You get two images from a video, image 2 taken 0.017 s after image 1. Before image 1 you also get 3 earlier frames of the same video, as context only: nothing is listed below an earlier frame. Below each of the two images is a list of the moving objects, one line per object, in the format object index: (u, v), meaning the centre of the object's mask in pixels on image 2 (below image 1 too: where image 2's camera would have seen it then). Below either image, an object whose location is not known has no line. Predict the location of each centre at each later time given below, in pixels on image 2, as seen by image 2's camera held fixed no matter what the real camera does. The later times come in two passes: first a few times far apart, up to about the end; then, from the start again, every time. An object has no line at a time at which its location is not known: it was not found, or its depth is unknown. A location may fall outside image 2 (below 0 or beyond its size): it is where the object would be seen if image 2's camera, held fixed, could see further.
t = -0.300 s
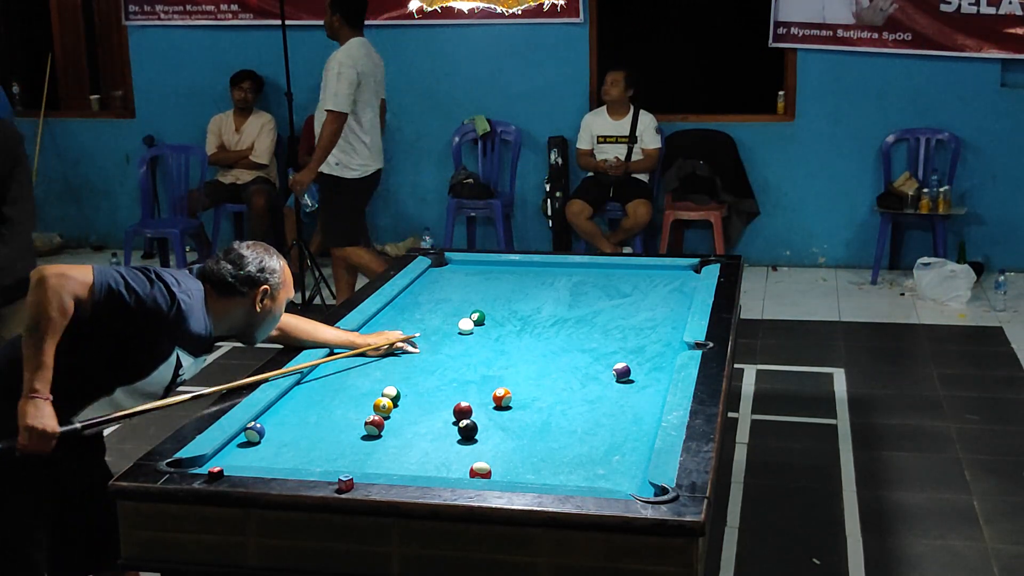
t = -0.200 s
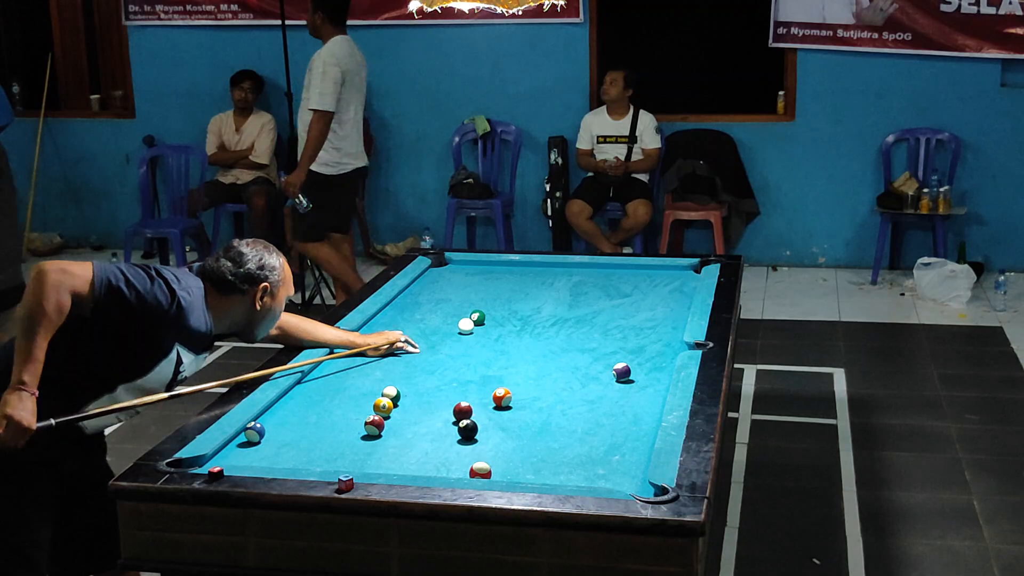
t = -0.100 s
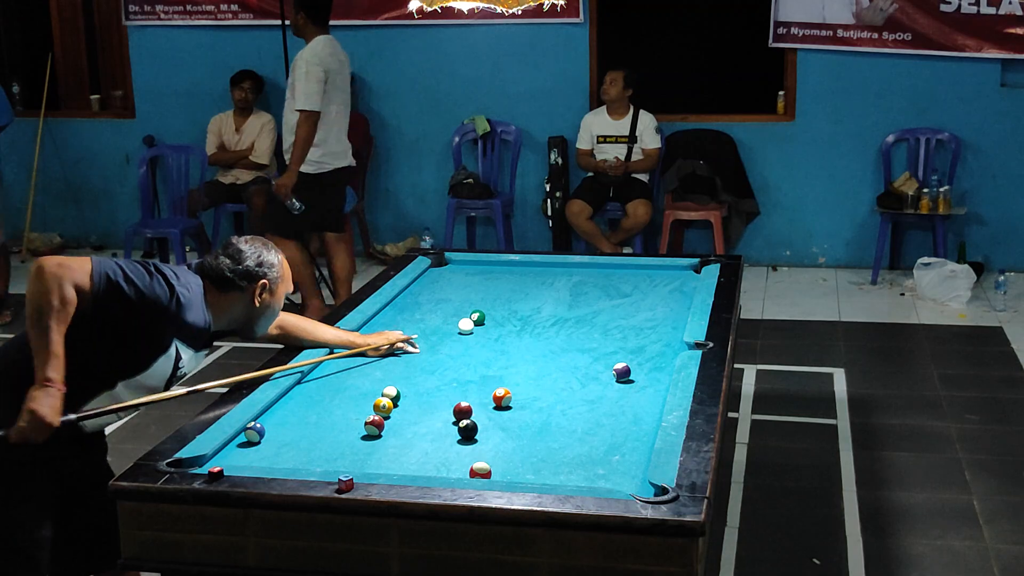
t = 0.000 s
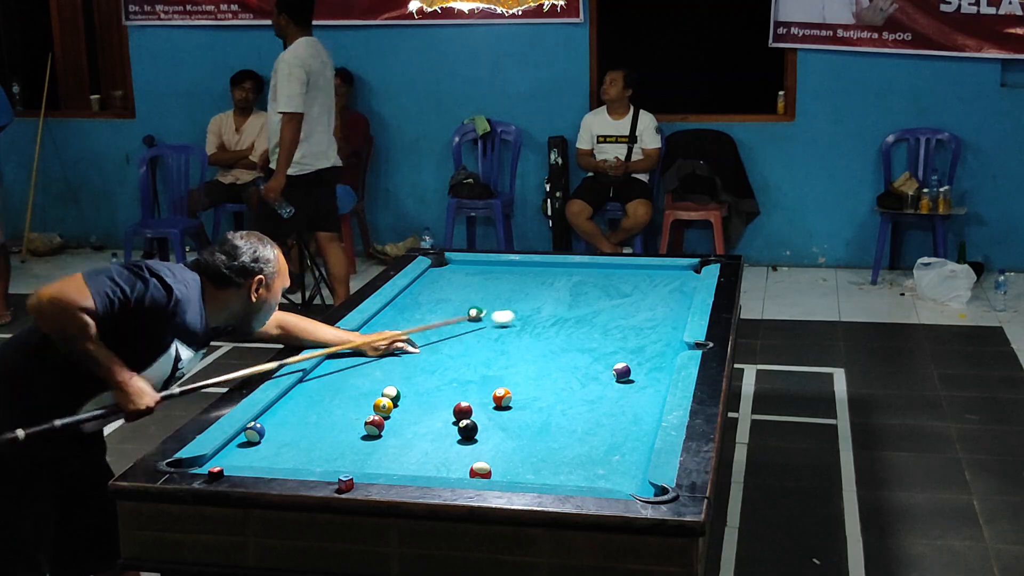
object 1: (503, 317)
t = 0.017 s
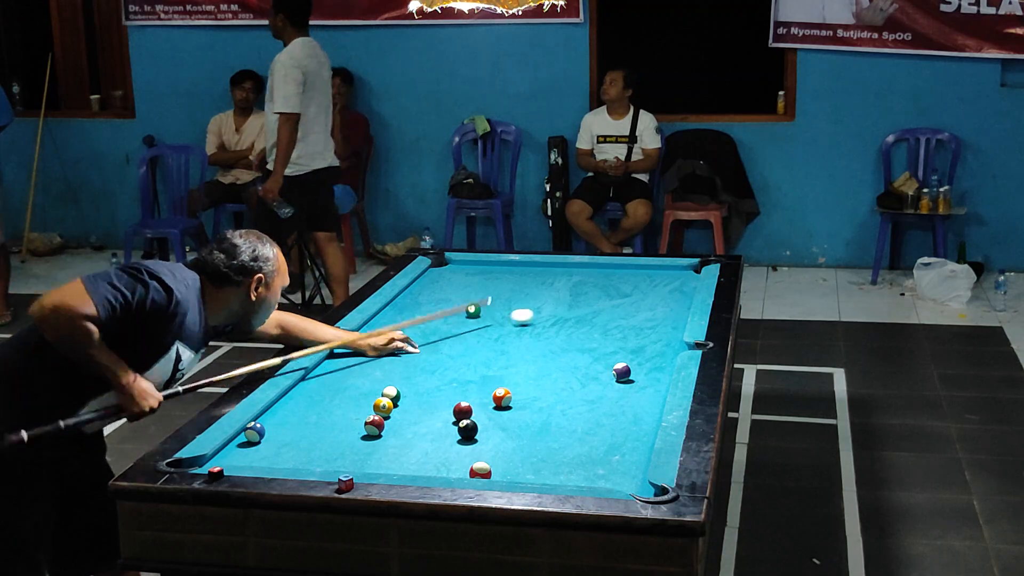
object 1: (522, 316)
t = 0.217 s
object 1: (648, 299)
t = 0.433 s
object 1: (512, 282)
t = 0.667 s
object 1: (464, 271)
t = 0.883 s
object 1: (552, 272)
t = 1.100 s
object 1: (639, 273)
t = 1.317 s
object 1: (669, 273)
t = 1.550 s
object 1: (601, 271)
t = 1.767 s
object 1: (542, 269)
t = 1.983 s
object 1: (485, 267)
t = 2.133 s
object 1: (448, 266)
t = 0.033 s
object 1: (542, 316)
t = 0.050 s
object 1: (561, 314)
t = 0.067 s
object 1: (580, 313)
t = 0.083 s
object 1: (598, 311)
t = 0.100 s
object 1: (616, 310)
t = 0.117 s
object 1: (634, 308)
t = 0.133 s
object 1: (652, 306)
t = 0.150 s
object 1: (669, 304)
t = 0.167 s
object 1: (684, 302)
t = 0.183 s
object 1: (674, 301)
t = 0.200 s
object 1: (661, 300)
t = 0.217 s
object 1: (648, 299)
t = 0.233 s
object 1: (636, 297)
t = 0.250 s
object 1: (623, 296)
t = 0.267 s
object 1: (611, 295)
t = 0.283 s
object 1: (600, 293)
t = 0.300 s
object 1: (589, 292)
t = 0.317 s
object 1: (579, 291)
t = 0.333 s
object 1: (569, 289)
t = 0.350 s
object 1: (559, 288)
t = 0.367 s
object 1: (549, 287)
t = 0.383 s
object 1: (540, 285)
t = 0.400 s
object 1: (530, 284)
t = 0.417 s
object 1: (521, 283)
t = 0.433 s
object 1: (512, 282)
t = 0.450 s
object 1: (502, 280)
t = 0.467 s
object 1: (493, 279)
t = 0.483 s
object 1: (484, 278)
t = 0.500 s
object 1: (475, 277)
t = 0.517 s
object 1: (466, 276)
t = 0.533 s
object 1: (457, 274)
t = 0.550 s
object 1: (449, 273)
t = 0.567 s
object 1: (440, 272)
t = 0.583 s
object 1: (432, 271)
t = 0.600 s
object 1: (433, 270)
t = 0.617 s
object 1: (441, 271)
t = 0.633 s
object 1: (449, 271)
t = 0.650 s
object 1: (457, 271)
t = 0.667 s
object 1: (464, 271)
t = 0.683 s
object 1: (471, 271)
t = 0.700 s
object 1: (478, 271)
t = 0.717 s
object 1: (485, 271)
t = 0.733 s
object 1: (491, 271)
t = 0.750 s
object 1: (498, 271)
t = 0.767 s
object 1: (505, 272)
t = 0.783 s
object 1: (511, 272)
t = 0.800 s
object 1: (518, 272)
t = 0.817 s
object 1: (525, 272)
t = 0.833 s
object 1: (532, 272)
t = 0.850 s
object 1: (538, 272)
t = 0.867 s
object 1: (545, 272)
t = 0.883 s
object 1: (552, 272)
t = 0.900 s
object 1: (559, 272)
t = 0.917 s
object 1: (565, 272)
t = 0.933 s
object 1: (572, 272)
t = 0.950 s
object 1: (579, 272)
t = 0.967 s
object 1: (586, 272)
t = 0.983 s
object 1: (592, 272)
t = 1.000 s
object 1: (599, 272)
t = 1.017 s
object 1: (606, 273)
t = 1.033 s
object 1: (612, 273)
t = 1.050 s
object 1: (619, 273)
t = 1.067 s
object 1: (626, 273)
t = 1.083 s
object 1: (632, 273)
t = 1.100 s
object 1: (639, 273)
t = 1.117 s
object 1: (646, 273)
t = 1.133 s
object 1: (653, 273)
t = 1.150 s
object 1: (659, 273)
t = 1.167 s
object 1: (666, 273)
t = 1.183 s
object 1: (673, 273)
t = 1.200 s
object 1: (679, 273)
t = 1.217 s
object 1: (686, 274)
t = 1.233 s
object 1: (693, 273)
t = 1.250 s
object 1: (691, 273)
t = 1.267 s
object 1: (685, 272)
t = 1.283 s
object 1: (680, 272)
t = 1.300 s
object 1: (674, 273)
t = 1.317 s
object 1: (669, 273)
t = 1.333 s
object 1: (664, 273)
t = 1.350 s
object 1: (659, 273)
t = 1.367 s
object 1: (654, 272)
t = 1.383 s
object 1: (649, 272)
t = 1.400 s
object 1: (644, 272)
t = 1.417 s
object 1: (639, 272)
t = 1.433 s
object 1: (634, 272)
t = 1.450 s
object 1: (630, 272)
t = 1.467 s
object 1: (625, 272)
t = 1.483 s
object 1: (620, 271)
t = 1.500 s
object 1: (615, 271)
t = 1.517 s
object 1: (611, 271)
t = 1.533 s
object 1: (606, 271)
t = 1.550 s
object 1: (601, 271)
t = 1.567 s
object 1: (597, 271)
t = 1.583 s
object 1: (592, 270)
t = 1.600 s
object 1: (588, 270)
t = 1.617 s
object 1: (583, 270)
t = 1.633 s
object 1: (578, 270)
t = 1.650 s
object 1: (573, 270)
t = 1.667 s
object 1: (569, 270)
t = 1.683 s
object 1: (564, 270)
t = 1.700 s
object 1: (560, 269)
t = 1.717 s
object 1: (555, 269)
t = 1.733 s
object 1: (551, 269)
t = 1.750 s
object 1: (546, 269)
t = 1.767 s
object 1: (542, 269)
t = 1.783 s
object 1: (537, 269)
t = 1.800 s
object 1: (533, 268)
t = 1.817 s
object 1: (528, 268)
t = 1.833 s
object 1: (524, 268)
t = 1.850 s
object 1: (520, 268)
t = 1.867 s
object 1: (515, 268)
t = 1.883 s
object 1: (511, 268)
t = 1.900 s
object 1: (507, 268)
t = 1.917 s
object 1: (502, 268)
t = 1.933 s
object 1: (498, 268)
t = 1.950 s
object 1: (494, 267)
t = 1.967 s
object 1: (489, 267)
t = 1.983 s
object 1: (485, 267)
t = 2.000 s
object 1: (481, 267)
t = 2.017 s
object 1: (477, 267)
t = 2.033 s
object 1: (473, 267)
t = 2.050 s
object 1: (469, 266)
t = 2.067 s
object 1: (464, 266)
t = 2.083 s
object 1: (460, 266)
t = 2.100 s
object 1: (456, 266)
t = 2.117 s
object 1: (452, 266)
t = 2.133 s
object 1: (448, 266)
